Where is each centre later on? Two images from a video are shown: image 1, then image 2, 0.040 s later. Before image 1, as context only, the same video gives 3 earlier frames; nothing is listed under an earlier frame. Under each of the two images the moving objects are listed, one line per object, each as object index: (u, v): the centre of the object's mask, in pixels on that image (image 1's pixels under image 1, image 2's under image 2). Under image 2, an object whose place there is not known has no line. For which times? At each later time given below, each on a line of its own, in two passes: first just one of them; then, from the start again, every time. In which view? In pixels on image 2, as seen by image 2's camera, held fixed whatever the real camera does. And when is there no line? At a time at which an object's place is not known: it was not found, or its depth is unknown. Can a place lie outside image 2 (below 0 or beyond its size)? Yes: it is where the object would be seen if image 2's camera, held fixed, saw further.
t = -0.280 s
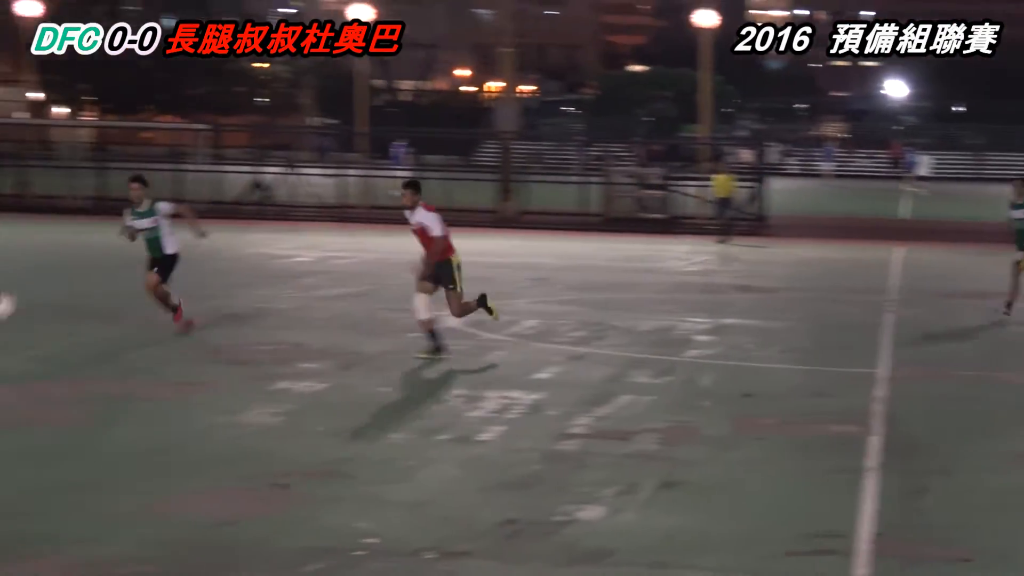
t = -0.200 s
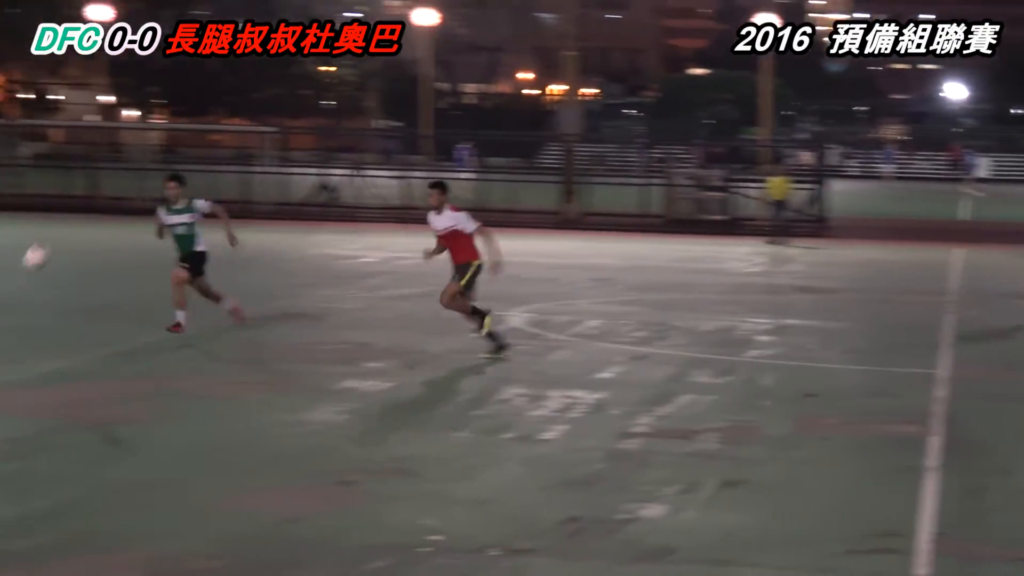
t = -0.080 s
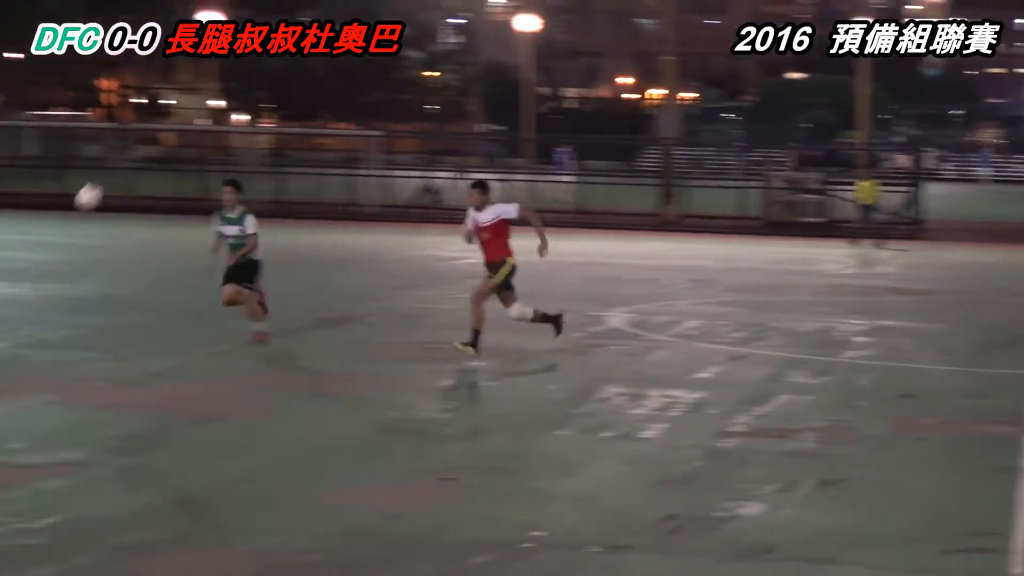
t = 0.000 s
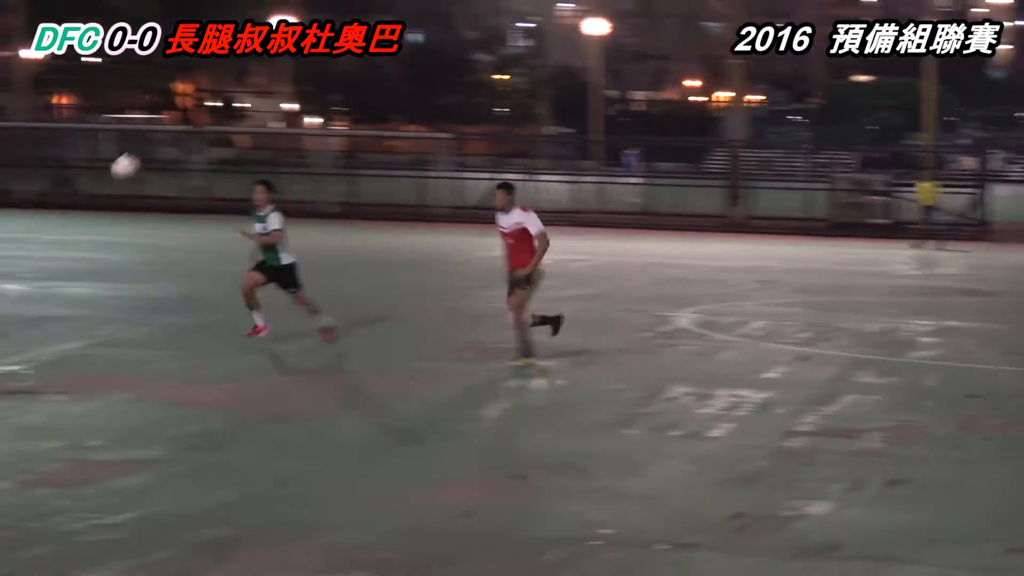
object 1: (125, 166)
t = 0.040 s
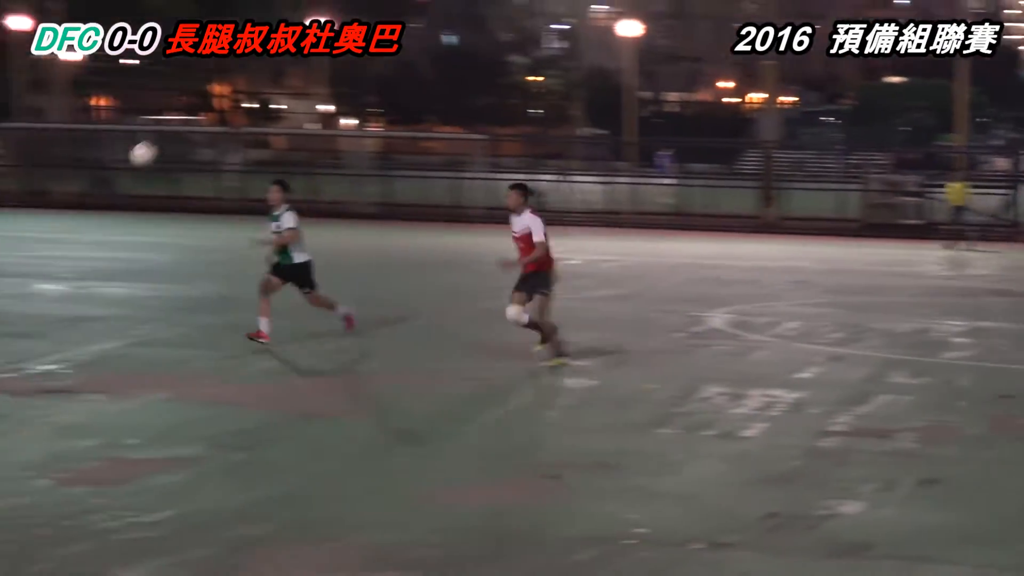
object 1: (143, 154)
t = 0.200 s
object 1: (60, 116)
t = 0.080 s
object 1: (121, 142)
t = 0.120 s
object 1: (101, 132)
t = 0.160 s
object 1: (80, 124)
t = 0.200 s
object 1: (60, 116)
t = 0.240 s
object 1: (39, 111)
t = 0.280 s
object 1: (17, 108)
